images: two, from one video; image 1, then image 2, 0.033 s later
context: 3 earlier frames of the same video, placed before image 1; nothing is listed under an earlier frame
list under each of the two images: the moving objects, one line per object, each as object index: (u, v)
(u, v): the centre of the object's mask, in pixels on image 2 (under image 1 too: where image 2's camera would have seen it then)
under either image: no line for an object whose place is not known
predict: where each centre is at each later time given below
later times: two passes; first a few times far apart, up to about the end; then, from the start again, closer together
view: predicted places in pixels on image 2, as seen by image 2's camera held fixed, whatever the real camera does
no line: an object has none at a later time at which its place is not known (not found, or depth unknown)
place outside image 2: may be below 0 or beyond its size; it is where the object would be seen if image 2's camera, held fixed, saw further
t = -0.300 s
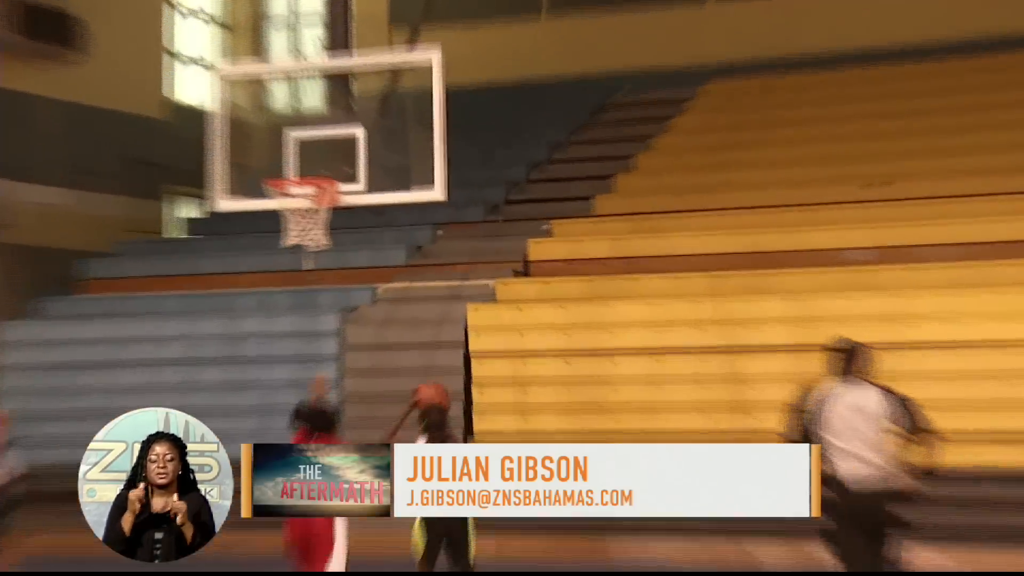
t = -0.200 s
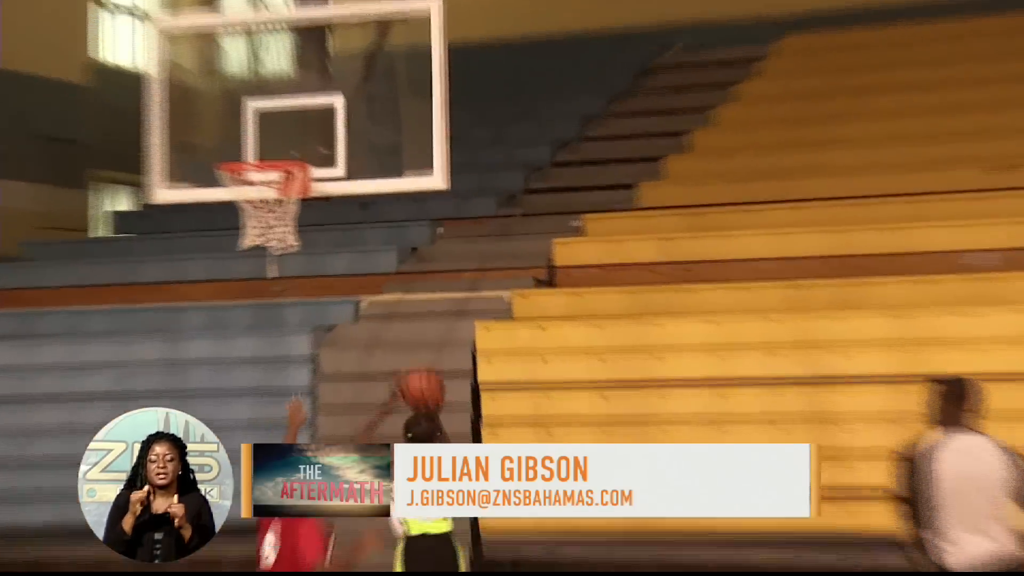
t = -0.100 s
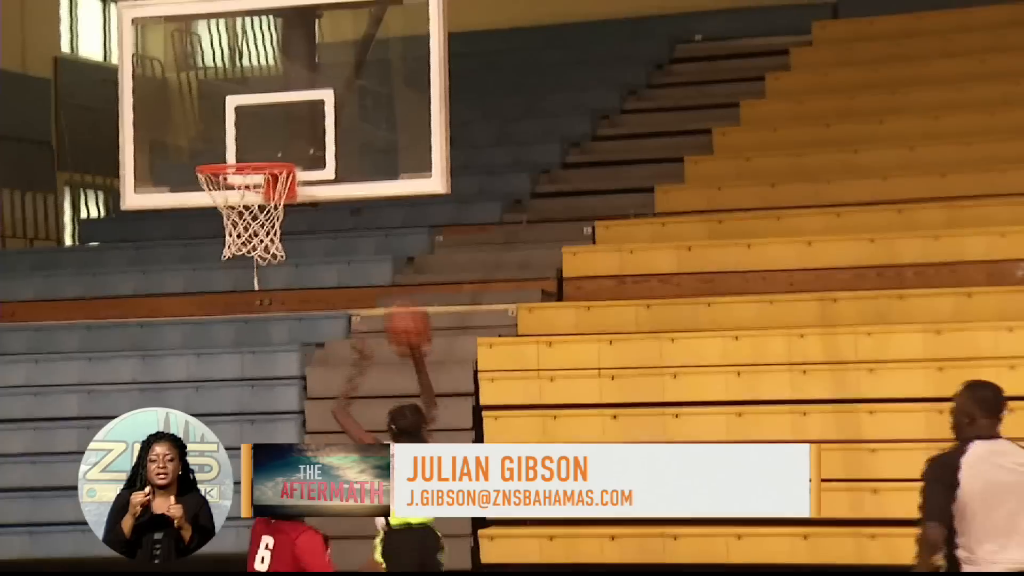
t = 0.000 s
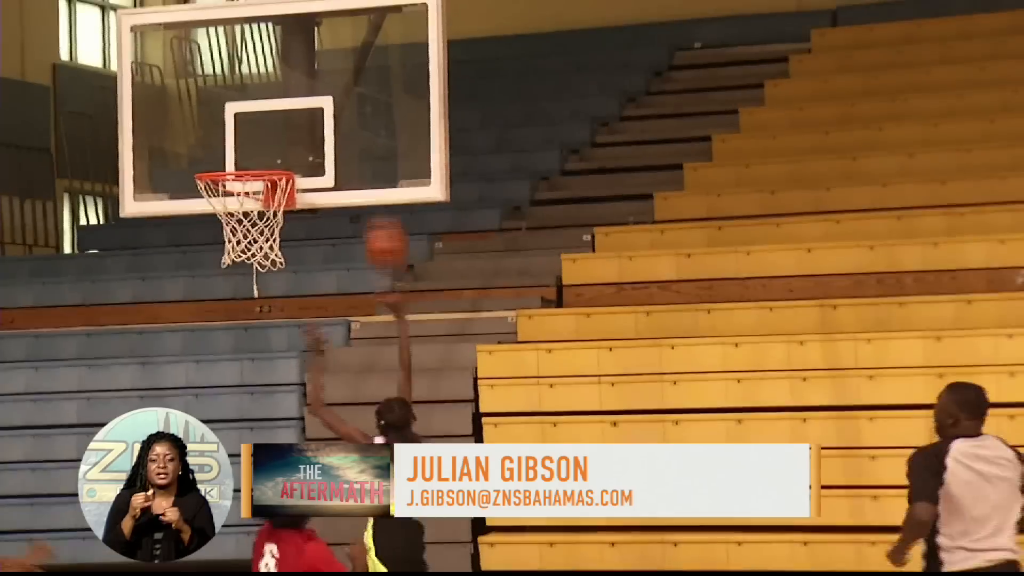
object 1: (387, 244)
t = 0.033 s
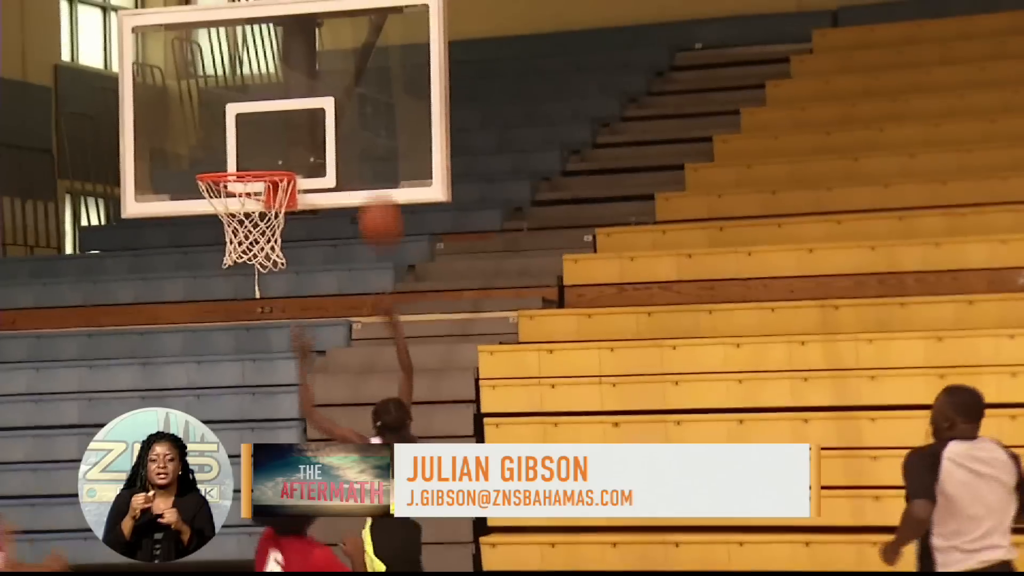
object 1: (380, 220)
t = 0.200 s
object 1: (346, 132)
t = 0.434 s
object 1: (288, 102)
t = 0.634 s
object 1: (218, 156)
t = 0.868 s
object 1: (249, 175)
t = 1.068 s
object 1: (227, 217)
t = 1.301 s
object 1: (251, 275)
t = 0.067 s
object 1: (373, 197)
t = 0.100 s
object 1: (366, 176)
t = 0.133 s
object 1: (359, 159)
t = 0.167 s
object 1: (353, 144)
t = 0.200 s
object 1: (346, 132)
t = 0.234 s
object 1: (339, 121)
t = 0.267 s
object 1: (332, 113)
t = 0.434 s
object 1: (288, 102)
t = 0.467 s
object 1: (277, 105)
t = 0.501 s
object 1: (265, 112)
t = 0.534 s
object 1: (253, 120)
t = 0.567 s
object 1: (243, 129)
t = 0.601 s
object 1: (230, 143)
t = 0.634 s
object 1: (218, 156)
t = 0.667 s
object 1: (223, 159)
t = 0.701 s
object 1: (238, 158)
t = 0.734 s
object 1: (253, 158)
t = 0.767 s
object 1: (264, 168)
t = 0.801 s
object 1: (267, 170)
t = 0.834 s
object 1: (259, 172)
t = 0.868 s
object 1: (249, 175)
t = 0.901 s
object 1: (237, 180)
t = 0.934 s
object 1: (229, 188)
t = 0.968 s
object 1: (227, 195)
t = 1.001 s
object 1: (227, 199)
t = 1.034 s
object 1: (226, 207)
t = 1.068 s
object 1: (227, 217)
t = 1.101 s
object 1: (229, 226)
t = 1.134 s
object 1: (232, 232)
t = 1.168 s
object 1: (233, 235)
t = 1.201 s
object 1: (237, 241)
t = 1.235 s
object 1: (243, 253)
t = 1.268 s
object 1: (248, 266)
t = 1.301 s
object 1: (251, 275)
